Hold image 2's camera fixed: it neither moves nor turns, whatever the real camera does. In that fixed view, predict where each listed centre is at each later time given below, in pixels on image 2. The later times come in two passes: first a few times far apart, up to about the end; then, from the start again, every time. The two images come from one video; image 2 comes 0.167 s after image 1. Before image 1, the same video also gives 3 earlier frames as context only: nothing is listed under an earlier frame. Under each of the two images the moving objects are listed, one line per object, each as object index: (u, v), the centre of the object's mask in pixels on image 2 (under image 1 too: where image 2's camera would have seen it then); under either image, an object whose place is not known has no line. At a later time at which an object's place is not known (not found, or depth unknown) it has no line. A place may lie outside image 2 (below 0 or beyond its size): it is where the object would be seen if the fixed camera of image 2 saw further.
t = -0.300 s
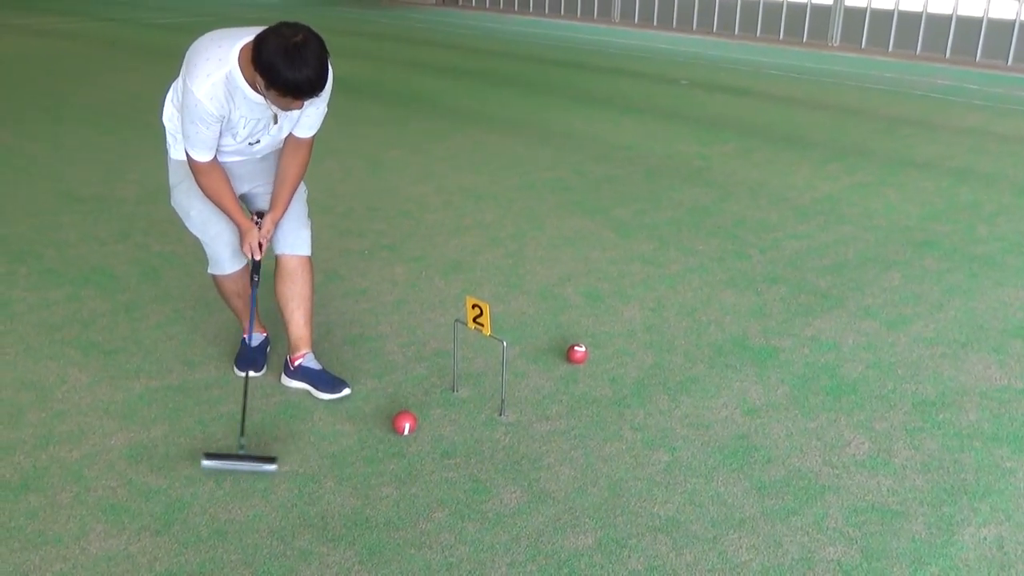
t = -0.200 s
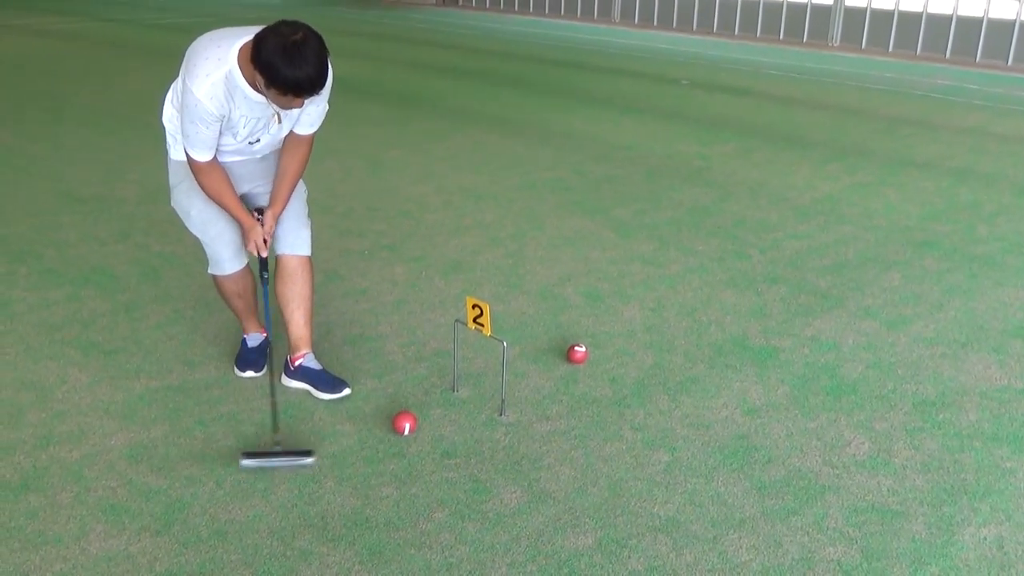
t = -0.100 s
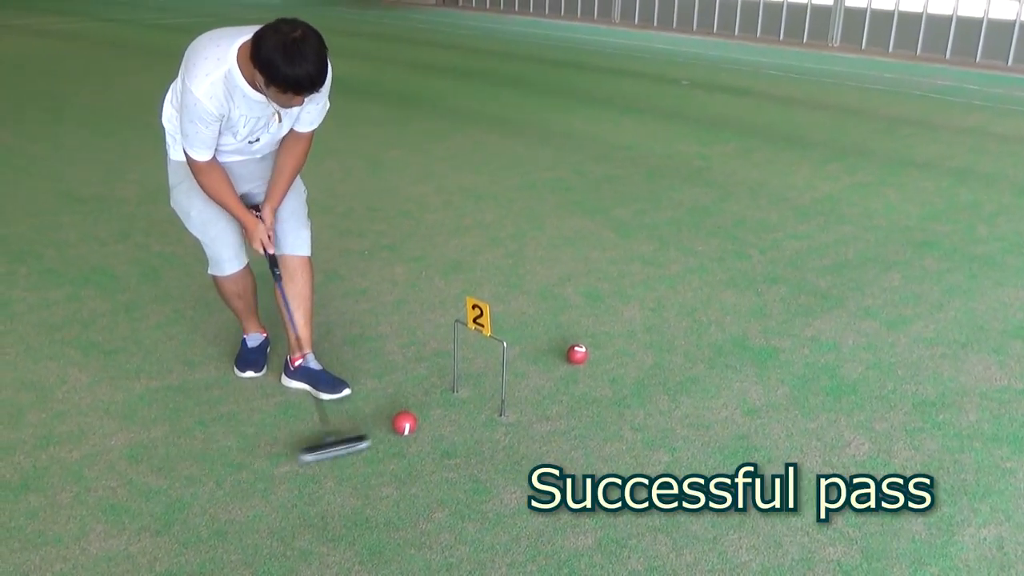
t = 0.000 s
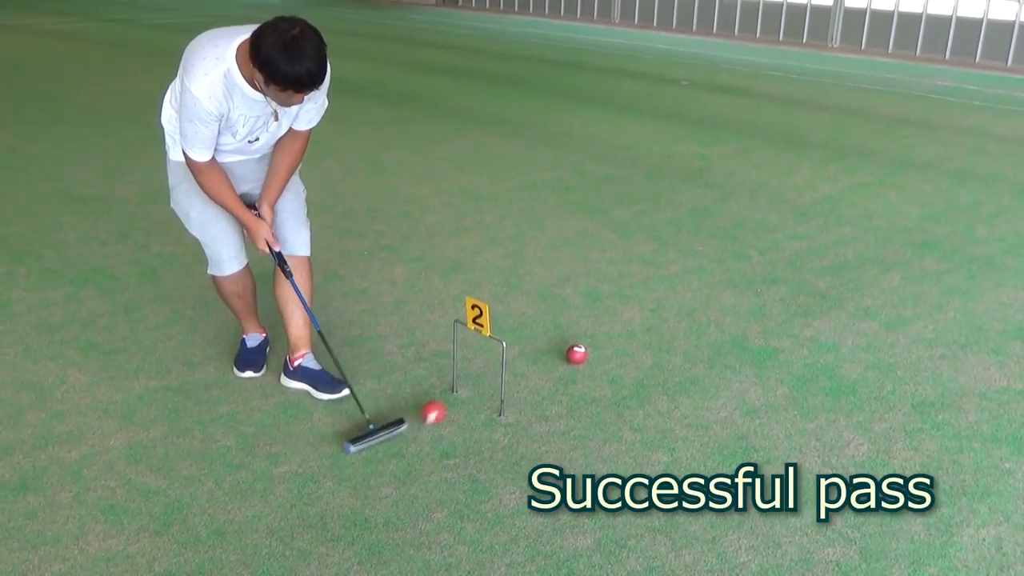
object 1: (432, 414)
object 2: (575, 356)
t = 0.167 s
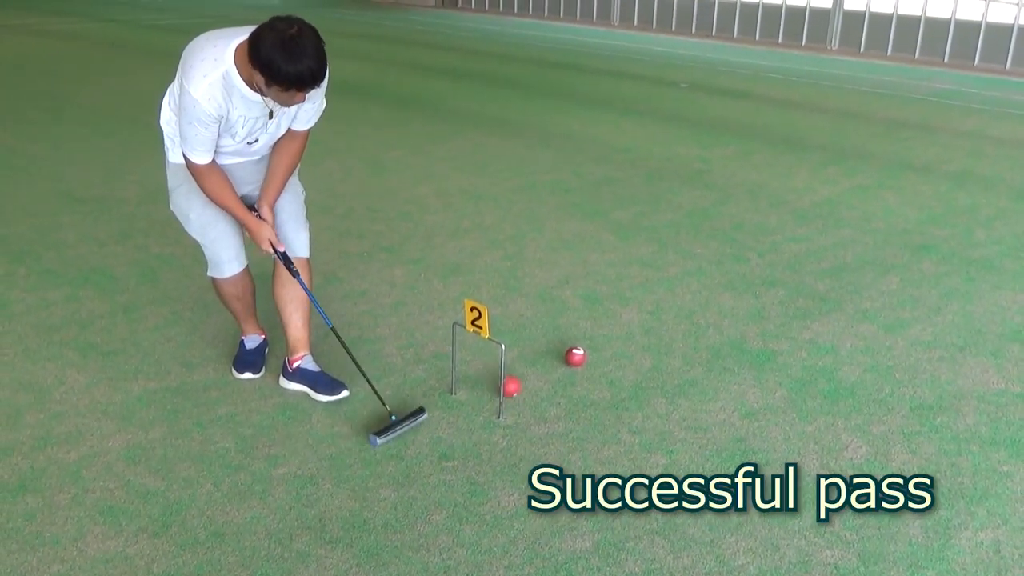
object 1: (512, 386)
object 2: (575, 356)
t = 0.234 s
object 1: (533, 377)
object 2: (575, 356)
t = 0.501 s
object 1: (588, 365)
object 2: (596, 342)
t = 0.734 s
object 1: (617, 363)
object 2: (617, 327)
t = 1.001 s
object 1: (642, 362)
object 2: (637, 314)
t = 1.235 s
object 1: (660, 360)
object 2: (652, 305)
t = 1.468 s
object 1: (671, 358)
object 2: (663, 298)
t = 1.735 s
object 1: (675, 357)
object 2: (672, 293)
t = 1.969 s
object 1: (675, 357)
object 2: (678, 291)
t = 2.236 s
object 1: (675, 357)
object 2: (678, 289)
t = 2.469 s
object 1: (675, 357)
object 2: (677, 289)
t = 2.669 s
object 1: (675, 357)
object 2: (678, 289)
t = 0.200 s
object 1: (521, 381)
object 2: (575, 356)
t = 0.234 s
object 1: (533, 377)
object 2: (575, 356)
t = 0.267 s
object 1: (544, 373)
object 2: (575, 356)
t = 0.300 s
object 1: (555, 369)
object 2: (575, 356)
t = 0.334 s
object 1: (565, 365)
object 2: (577, 355)
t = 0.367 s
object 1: (570, 364)
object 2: (581, 351)
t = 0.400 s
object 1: (574, 365)
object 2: (585, 349)
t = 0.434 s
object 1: (578, 366)
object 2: (589, 346)
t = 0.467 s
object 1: (583, 365)
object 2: (592, 344)
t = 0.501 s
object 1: (588, 365)
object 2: (596, 342)
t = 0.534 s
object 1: (592, 364)
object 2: (599, 339)
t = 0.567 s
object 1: (597, 364)
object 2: (603, 337)
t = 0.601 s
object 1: (601, 364)
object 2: (605, 335)
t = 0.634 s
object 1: (605, 364)
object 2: (608, 333)
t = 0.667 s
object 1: (610, 364)
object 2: (611, 331)
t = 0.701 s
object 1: (613, 363)
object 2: (614, 329)
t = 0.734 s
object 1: (617, 363)
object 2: (617, 327)
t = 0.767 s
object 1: (620, 363)
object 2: (619, 325)
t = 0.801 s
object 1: (624, 363)
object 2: (622, 323)
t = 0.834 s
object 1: (627, 363)
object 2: (625, 322)
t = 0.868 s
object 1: (631, 362)
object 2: (628, 320)
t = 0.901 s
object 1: (634, 362)
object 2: (630, 318)
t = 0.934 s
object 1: (636, 362)
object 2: (632, 317)
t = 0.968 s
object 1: (640, 362)
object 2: (635, 315)
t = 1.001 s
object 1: (642, 362)
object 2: (637, 314)
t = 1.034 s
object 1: (645, 361)
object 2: (639, 312)
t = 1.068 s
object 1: (648, 361)
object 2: (641, 311)
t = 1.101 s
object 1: (651, 361)
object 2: (644, 310)
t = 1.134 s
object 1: (653, 360)
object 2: (646, 309)
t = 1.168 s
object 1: (655, 360)
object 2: (648, 307)
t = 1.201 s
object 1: (657, 360)
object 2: (650, 306)
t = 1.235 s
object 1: (660, 360)
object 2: (652, 305)
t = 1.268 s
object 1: (662, 359)
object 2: (654, 304)
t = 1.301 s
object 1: (663, 359)
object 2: (655, 303)
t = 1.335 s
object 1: (665, 359)
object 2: (657, 302)
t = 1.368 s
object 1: (666, 358)
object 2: (658, 301)
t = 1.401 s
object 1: (668, 358)
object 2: (660, 300)
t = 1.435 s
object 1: (669, 358)
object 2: (661, 299)
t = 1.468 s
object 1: (671, 358)
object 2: (663, 298)
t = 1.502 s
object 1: (671, 358)
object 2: (664, 298)
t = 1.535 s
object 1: (672, 357)
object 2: (666, 297)
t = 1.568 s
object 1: (673, 357)
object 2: (667, 296)
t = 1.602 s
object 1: (674, 357)
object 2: (668, 295)
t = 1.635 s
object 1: (674, 357)
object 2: (669, 295)
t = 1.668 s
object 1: (674, 357)
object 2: (670, 294)
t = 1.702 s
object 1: (675, 357)
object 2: (671, 294)
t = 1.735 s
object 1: (675, 357)
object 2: (672, 293)
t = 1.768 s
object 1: (675, 357)
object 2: (673, 293)
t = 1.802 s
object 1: (675, 357)
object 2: (674, 292)
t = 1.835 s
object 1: (675, 357)
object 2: (675, 292)
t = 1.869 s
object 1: (675, 357)
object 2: (676, 291)
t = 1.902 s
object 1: (675, 357)
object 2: (677, 290)
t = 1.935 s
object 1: (675, 357)
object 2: (677, 291)
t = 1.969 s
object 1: (675, 357)
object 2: (678, 291)
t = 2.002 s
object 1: (675, 357)
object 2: (678, 290)
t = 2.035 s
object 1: (675, 357)
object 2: (678, 290)
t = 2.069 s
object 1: (675, 357)
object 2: (678, 290)
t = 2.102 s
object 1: (675, 357)
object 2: (678, 289)
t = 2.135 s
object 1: (675, 357)
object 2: (678, 289)
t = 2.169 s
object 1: (675, 357)
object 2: (678, 289)
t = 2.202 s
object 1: (675, 357)
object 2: (678, 289)
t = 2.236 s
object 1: (675, 357)
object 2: (678, 289)
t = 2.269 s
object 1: (675, 357)
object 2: (678, 289)
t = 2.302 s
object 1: (675, 357)
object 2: (678, 289)
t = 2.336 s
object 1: (675, 357)
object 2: (677, 289)
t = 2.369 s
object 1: (675, 357)
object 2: (677, 289)
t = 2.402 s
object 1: (675, 357)
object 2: (677, 289)
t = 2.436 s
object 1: (675, 357)
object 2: (677, 289)
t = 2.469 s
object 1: (675, 357)
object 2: (677, 289)
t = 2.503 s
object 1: (675, 357)
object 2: (678, 289)
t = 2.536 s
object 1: (675, 357)
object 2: (678, 289)
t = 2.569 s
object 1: (675, 357)
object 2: (678, 289)
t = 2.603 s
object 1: (675, 357)
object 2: (677, 289)
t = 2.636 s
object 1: (675, 357)
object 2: (678, 289)
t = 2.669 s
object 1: (675, 357)
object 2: (678, 289)
